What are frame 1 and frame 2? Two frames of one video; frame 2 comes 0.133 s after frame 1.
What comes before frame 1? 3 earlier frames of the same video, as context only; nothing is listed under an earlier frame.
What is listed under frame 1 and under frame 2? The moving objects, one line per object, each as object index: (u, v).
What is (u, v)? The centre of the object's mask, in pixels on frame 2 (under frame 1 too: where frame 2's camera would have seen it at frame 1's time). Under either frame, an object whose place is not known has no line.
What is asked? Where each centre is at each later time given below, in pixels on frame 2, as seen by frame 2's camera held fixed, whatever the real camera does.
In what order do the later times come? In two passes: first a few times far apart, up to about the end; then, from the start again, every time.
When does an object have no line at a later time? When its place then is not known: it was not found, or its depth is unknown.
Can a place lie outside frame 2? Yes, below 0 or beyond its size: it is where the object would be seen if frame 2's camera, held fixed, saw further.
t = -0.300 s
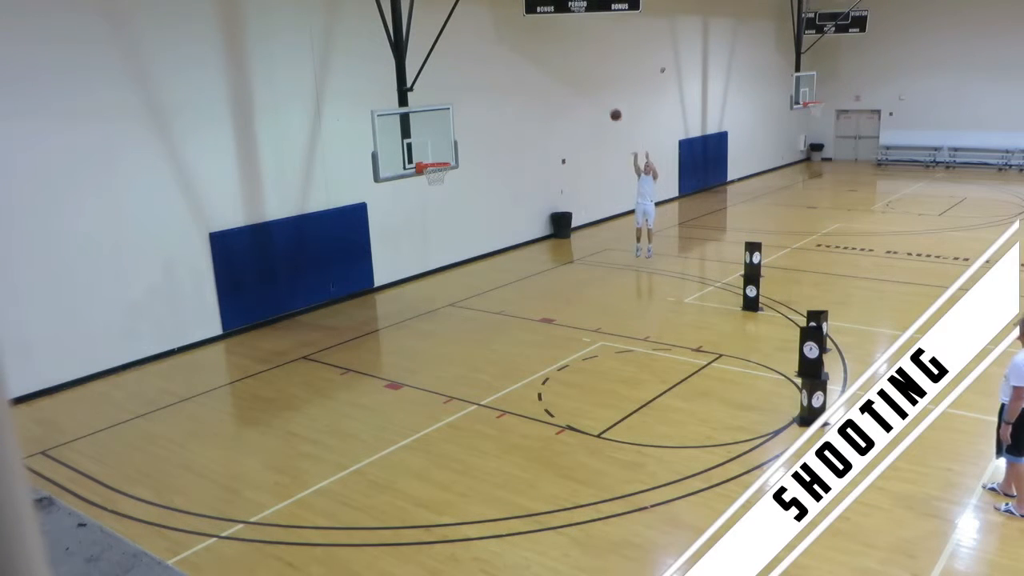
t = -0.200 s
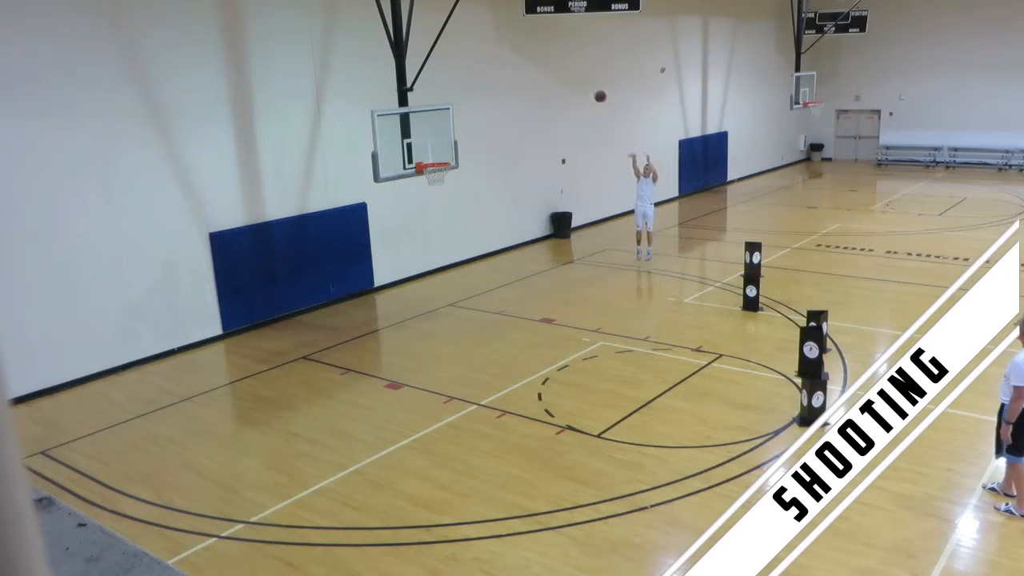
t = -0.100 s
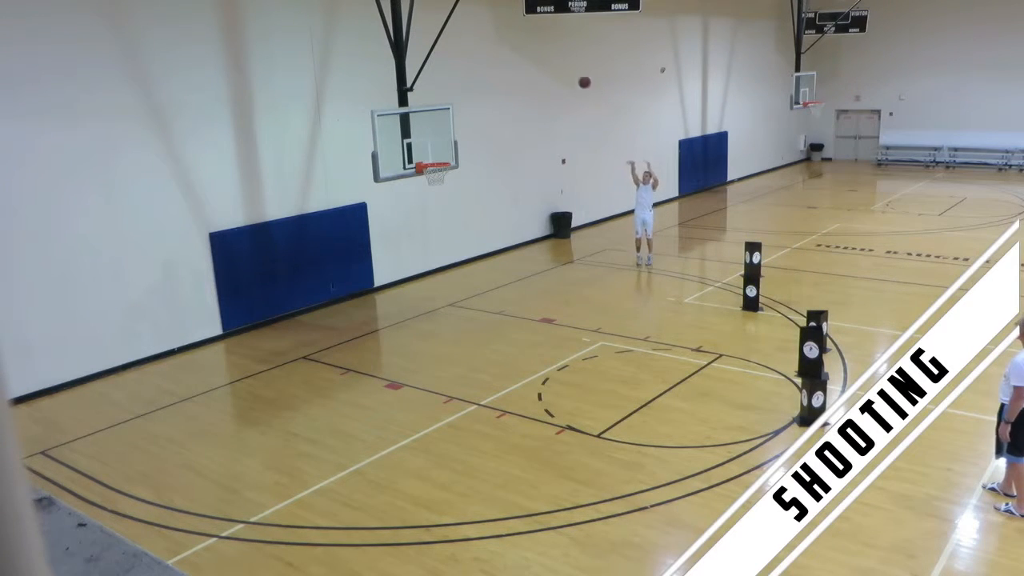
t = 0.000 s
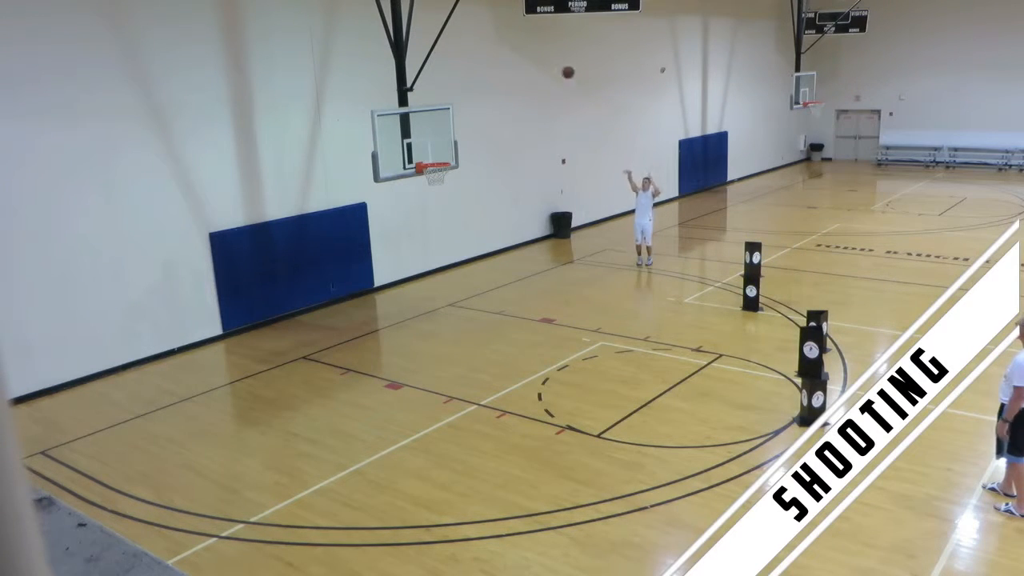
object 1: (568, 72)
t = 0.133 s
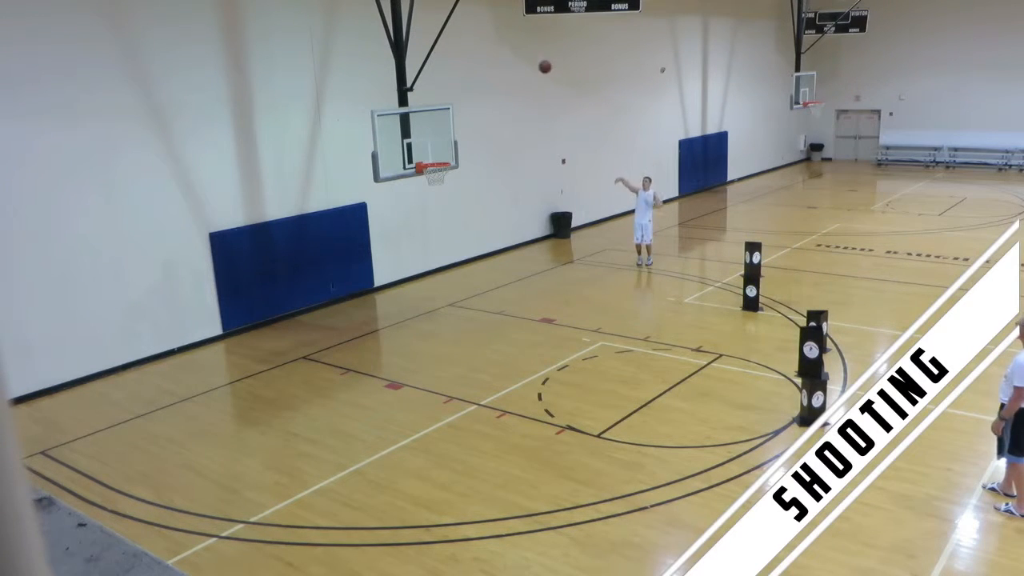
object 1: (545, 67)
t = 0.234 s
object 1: (526, 68)
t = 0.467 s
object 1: (482, 96)
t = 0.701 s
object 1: (435, 159)
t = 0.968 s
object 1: (445, 188)
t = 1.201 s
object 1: (454, 232)
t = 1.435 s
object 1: (466, 308)
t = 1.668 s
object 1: (467, 320)
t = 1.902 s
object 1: (459, 282)
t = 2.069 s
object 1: (455, 275)
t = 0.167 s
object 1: (538, 67)
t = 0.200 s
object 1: (533, 67)
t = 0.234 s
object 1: (526, 68)
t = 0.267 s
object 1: (520, 71)
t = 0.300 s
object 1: (514, 73)
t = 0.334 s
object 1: (508, 76)
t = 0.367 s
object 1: (501, 80)
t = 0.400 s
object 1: (495, 85)
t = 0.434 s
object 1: (489, 90)
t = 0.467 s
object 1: (482, 96)
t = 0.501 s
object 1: (476, 103)
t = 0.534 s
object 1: (469, 111)
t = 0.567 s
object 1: (462, 119)
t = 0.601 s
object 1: (455, 128)
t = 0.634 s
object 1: (448, 138)
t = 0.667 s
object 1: (442, 148)
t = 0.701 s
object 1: (435, 159)
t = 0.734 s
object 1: (432, 166)
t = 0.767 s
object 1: (435, 171)
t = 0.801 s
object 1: (437, 174)
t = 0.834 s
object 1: (439, 178)
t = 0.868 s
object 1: (441, 180)
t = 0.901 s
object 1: (443, 182)
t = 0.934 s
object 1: (444, 185)
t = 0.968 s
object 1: (445, 188)
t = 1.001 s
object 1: (446, 192)
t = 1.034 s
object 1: (447, 197)
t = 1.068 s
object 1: (449, 203)
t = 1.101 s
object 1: (450, 209)
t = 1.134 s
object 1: (451, 216)
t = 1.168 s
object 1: (453, 224)
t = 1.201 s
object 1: (454, 232)
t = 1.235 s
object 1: (456, 241)
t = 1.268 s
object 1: (457, 250)
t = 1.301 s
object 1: (459, 261)
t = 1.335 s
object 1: (461, 272)
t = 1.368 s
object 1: (462, 283)
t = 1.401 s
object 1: (464, 295)
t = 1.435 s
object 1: (466, 308)
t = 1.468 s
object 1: (467, 321)
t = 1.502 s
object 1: (469, 335)
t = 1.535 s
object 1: (472, 354)
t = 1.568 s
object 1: (471, 349)
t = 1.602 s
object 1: (469, 336)
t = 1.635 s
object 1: (468, 328)
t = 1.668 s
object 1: (467, 320)
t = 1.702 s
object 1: (465, 313)
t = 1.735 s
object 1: (464, 306)
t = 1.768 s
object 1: (463, 300)
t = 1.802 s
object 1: (462, 294)
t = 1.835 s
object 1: (461, 290)
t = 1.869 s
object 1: (460, 286)
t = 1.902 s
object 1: (459, 282)
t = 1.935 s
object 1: (458, 279)
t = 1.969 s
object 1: (457, 277)
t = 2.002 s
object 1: (456, 276)
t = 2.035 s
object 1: (456, 275)
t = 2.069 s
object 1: (455, 275)
